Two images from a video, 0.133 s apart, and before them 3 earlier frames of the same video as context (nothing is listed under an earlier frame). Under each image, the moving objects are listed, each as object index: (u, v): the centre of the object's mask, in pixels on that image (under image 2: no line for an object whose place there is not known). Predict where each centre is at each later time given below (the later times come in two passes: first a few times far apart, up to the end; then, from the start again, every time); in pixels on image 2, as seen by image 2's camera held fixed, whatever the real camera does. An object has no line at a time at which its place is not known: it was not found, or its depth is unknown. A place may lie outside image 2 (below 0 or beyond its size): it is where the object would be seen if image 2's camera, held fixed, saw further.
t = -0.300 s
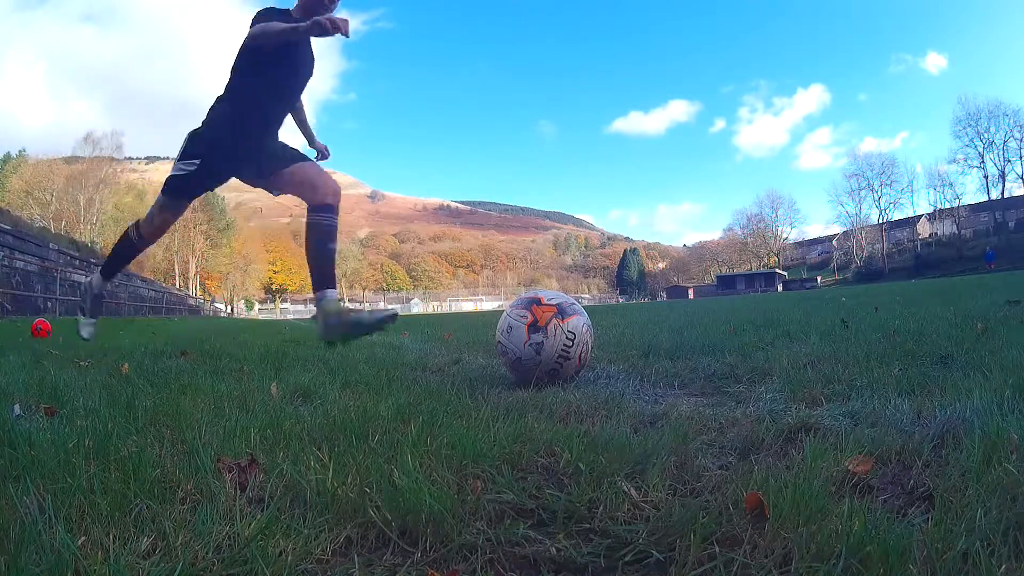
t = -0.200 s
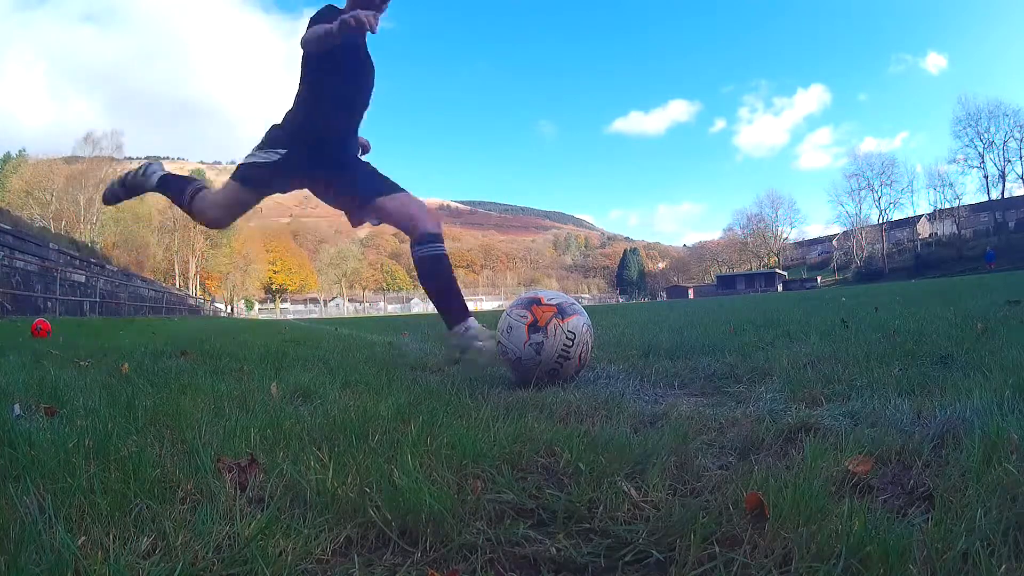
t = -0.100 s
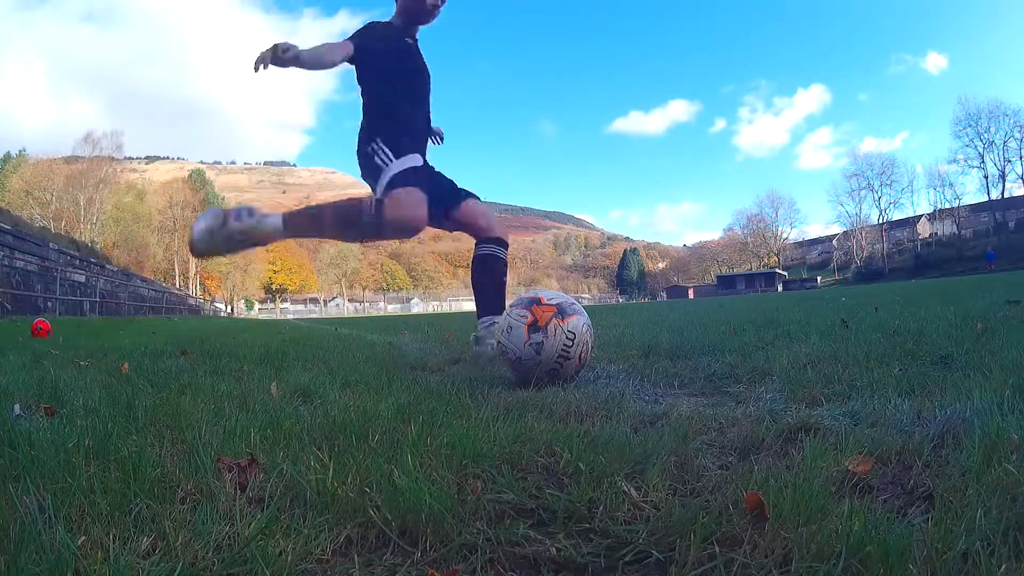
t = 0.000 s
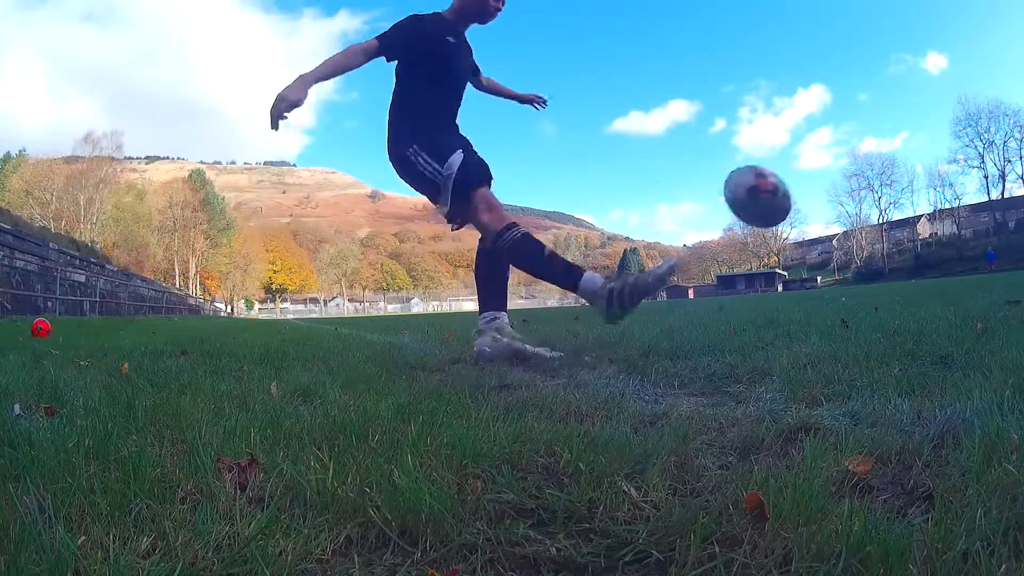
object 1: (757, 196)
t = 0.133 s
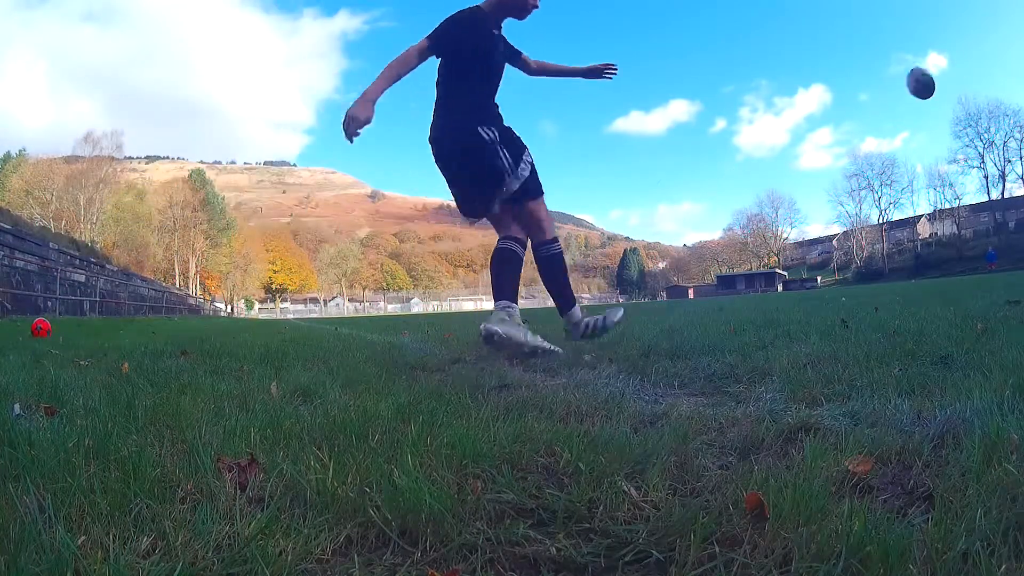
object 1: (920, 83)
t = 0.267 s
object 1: (964, 64)
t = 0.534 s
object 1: (999, 73)
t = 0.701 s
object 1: (1011, 88)
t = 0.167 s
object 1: (935, 75)
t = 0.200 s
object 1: (947, 69)
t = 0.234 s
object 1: (956, 66)
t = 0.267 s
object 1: (964, 64)
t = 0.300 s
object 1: (971, 63)
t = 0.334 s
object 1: (976, 63)
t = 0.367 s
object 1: (981, 64)
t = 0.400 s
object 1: (986, 65)
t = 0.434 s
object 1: (989, 66)
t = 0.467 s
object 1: (993, 68)
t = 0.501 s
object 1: (996, 70)
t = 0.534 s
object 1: (999, 73)
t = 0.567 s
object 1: (1002, 75)
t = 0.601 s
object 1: (1004, 78)
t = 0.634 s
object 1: (1007, 81)
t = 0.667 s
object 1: (1009, 85)
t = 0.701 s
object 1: (1011, 88)
